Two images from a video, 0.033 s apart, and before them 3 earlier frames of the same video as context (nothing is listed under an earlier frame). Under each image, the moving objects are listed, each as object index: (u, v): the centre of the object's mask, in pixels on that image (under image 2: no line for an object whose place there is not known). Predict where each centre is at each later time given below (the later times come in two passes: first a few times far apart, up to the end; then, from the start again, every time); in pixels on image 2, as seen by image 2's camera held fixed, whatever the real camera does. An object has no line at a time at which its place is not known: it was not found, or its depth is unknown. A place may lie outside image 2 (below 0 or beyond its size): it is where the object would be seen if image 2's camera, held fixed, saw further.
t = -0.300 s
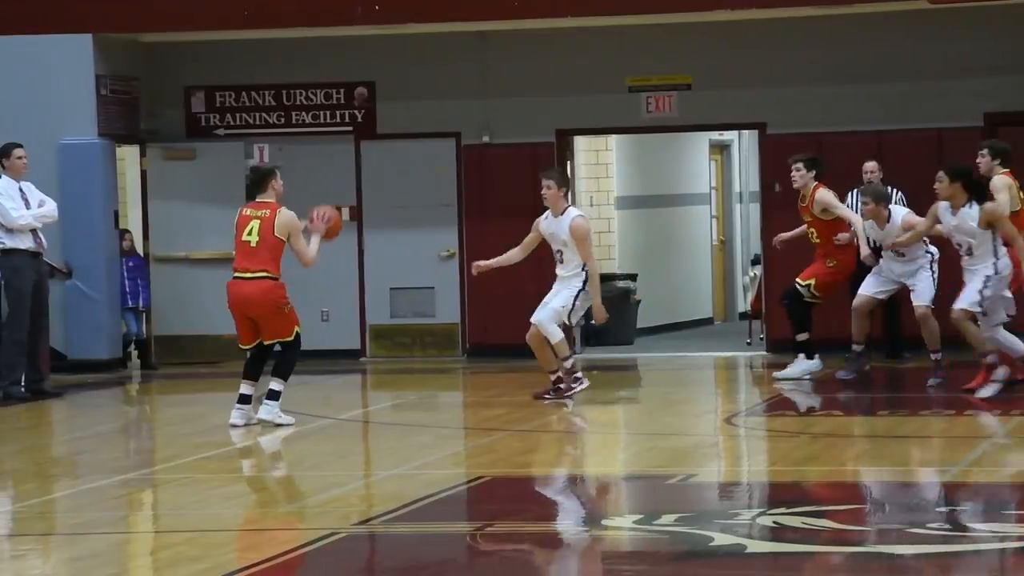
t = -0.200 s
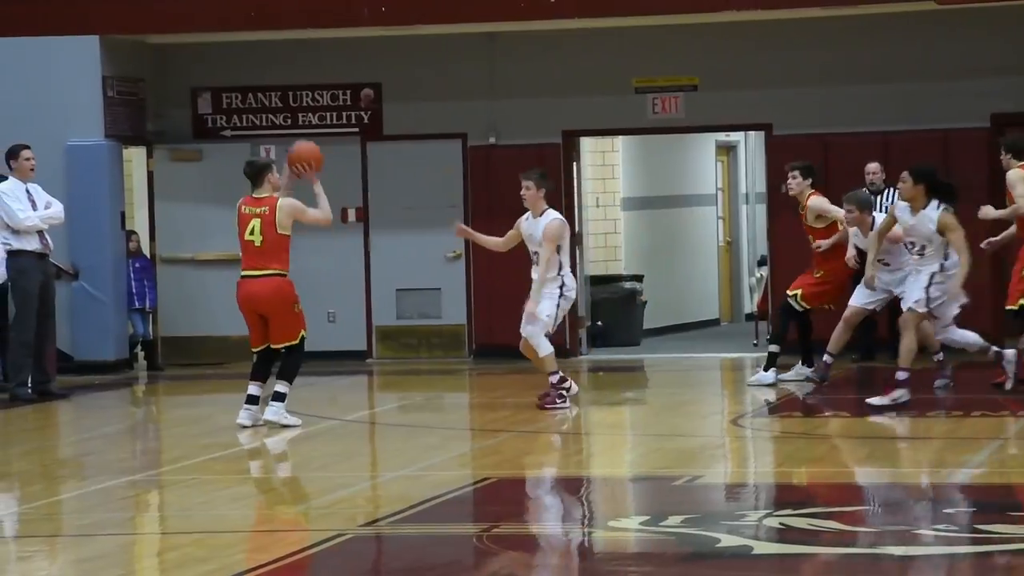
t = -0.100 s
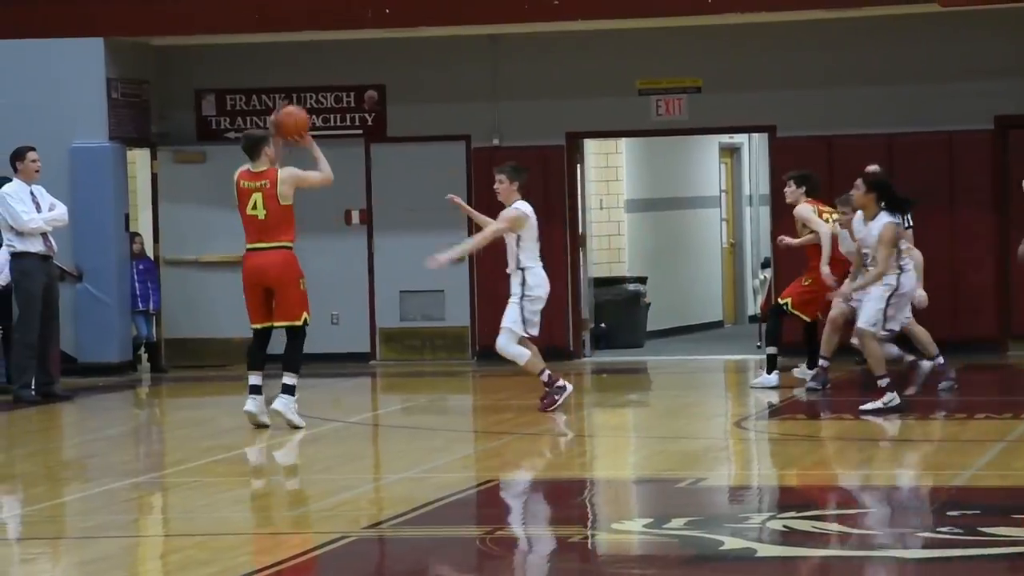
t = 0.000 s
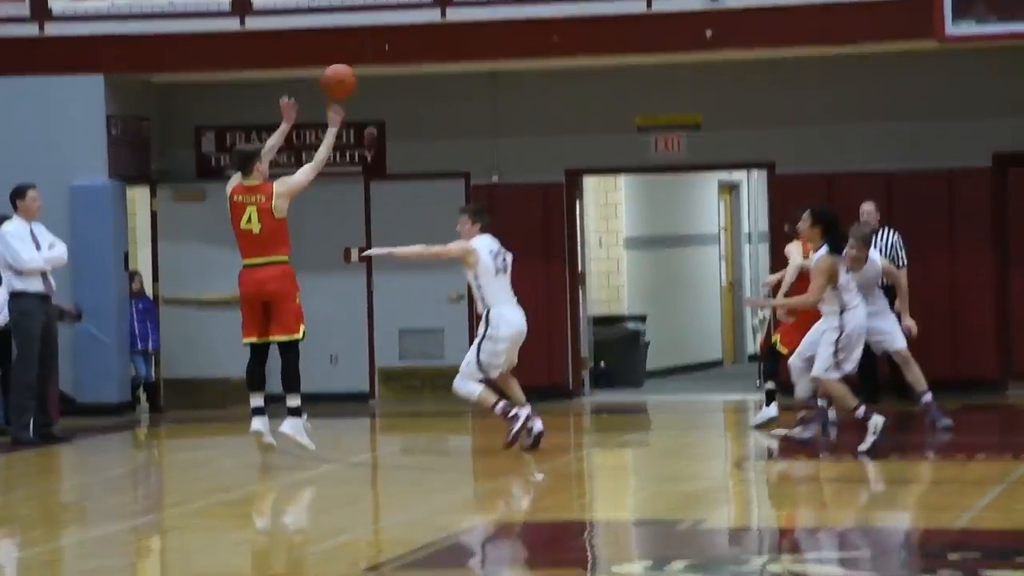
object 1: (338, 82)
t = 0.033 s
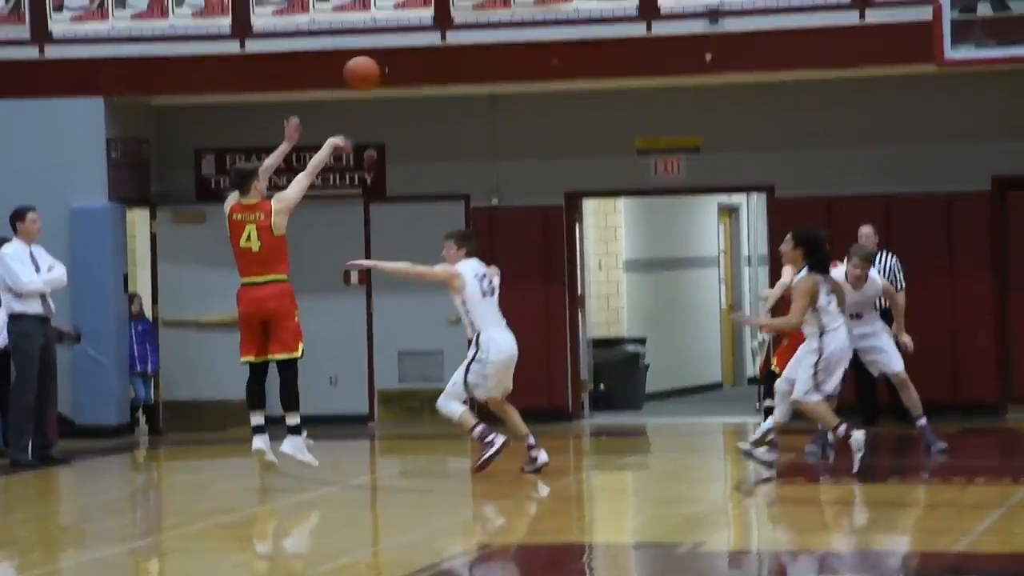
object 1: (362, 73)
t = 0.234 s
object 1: (497, -71)
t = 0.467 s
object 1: (649, -167)
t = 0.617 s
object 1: (744, -186)
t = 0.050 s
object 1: (373, 61)
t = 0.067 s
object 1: (385, 46)
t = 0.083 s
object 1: (396, 33)
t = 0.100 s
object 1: (407, 18)
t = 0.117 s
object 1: (419, 6)
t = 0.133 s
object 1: (430, -6)
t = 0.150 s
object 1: (441, -18)
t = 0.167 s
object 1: (452, -29)
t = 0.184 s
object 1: (464, -40)
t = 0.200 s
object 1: (474, -51)
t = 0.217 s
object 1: (485, -62)
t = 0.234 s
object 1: (497, -71)
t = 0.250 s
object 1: (508, -80)
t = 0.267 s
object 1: (519, -89)
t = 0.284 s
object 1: (530, -97)
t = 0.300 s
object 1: (541, -105)
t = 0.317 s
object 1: (551, -113)
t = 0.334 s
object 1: (562, -121)
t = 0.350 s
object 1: (573, -129)
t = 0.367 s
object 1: (584, -135)
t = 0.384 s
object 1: (595, -141)
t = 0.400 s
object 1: (606, -147)
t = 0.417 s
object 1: (616, -153)
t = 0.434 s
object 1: (627, -157)
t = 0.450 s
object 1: (638, -163)
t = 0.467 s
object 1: (649, -167)
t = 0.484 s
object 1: (660, -170)
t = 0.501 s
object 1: (670, -174)
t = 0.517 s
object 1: (681, -176)
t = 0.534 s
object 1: (691, -179)
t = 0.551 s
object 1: (702, -181)
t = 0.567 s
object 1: (712, -183)
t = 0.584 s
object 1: (724, -185)
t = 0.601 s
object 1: (734, -186)
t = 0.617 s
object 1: (744, -186)
